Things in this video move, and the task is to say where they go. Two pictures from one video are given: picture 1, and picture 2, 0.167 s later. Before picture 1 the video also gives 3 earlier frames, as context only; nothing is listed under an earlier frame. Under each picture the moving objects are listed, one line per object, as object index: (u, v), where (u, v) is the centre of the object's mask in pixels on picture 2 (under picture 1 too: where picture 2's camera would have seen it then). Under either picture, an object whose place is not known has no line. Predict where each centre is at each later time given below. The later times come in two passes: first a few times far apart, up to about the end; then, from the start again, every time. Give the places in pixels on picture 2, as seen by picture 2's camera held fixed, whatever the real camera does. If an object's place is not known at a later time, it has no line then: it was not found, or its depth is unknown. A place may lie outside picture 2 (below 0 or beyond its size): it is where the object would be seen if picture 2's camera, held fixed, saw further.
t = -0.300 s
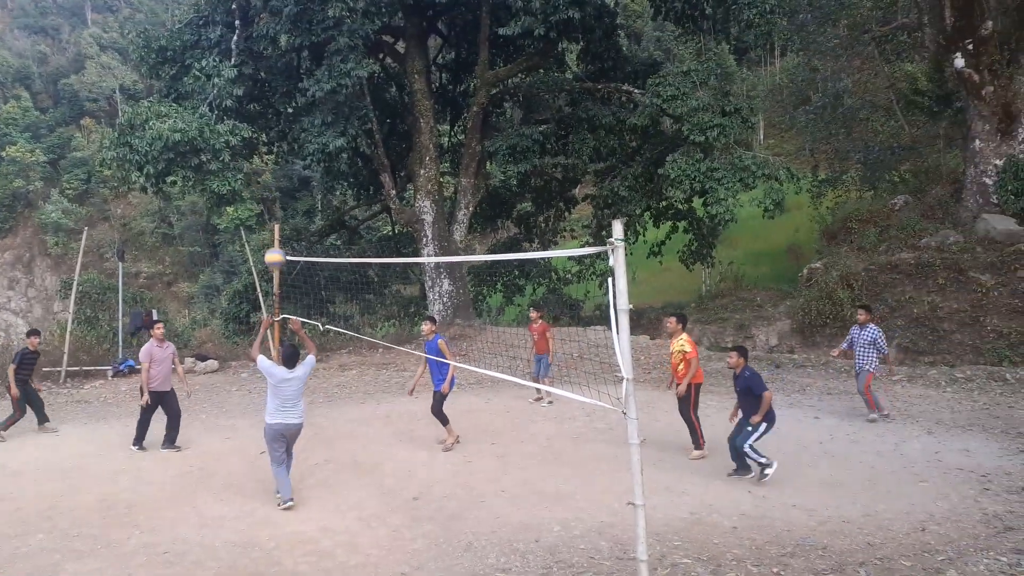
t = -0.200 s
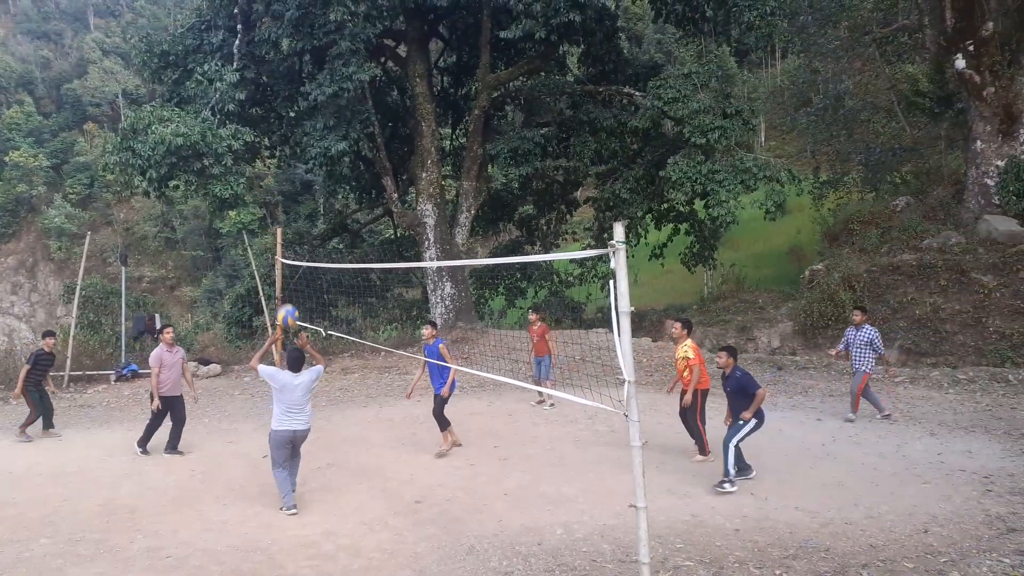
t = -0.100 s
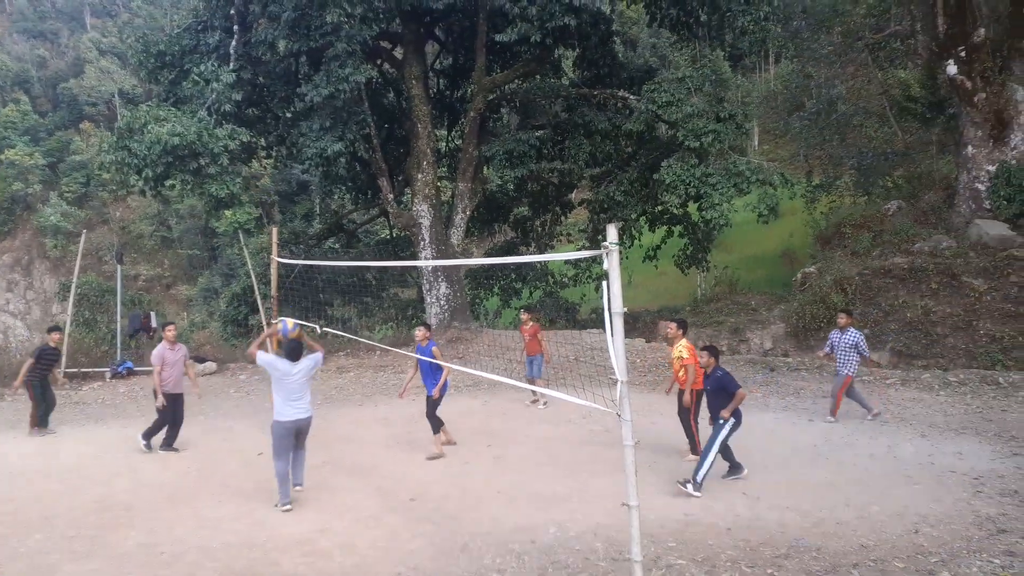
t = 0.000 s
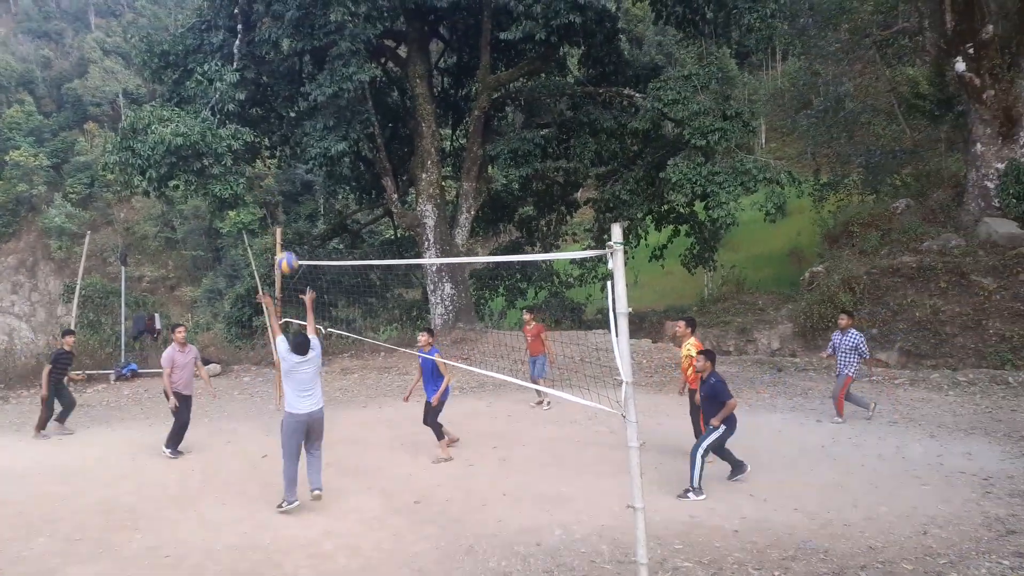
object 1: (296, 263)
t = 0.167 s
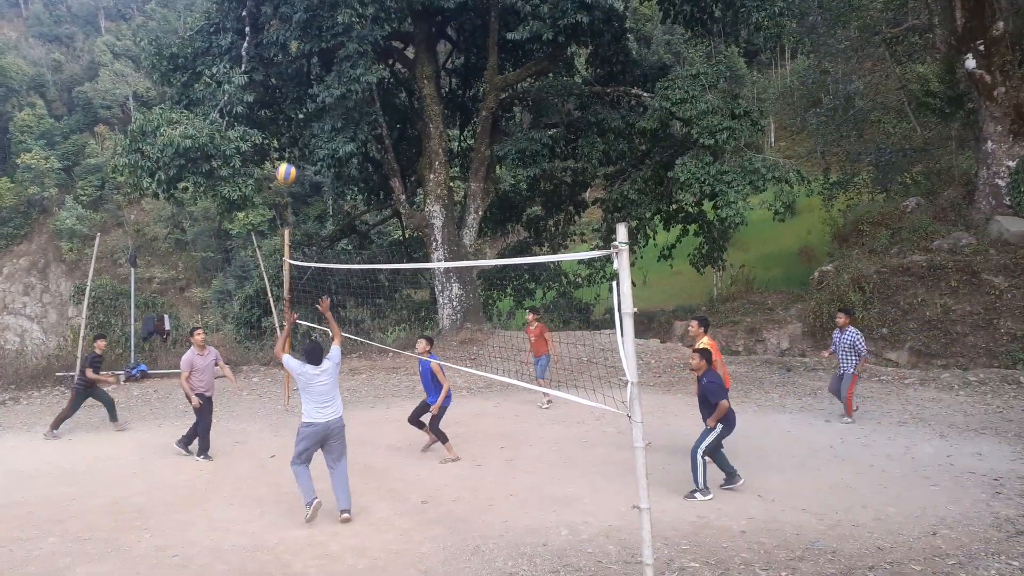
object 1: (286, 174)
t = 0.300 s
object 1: (279, 127)
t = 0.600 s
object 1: (269, 86)
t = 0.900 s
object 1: (262, 121)
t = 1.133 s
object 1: (259, 188)
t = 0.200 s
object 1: (284, 160)
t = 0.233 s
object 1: (283, 148)
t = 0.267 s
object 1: (282, 137)
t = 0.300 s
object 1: (279, 127)
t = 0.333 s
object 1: (277, 118)
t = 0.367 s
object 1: (276, 110)
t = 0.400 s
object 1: (275, 104)
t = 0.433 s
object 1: (273, 98)
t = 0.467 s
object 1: (272, 93)
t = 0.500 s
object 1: (271, 90)
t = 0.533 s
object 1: (270, 88)
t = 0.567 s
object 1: (270, 86)
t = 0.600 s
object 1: (269, 86)
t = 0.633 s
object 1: (268, 86)
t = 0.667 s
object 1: (267, 88)
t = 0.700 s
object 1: (267, 90)
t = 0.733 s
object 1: (266, 93)
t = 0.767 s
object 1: (265, 97)
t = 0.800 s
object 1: (263, 102)
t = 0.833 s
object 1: (264, 108)
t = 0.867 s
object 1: (262, 114)
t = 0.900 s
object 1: (262, 121)
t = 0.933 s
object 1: (261, 129)
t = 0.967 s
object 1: (261, 137)
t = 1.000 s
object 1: (261, 146)
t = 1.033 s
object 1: (260, 156)
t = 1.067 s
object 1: (260, 165)
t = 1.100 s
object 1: (259, 177)
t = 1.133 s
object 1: (259, 188)
